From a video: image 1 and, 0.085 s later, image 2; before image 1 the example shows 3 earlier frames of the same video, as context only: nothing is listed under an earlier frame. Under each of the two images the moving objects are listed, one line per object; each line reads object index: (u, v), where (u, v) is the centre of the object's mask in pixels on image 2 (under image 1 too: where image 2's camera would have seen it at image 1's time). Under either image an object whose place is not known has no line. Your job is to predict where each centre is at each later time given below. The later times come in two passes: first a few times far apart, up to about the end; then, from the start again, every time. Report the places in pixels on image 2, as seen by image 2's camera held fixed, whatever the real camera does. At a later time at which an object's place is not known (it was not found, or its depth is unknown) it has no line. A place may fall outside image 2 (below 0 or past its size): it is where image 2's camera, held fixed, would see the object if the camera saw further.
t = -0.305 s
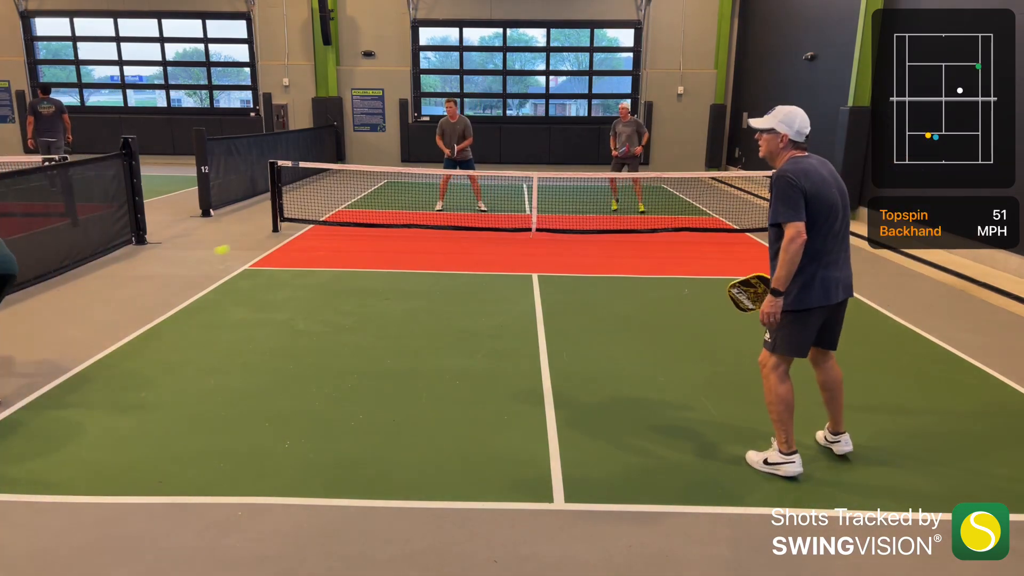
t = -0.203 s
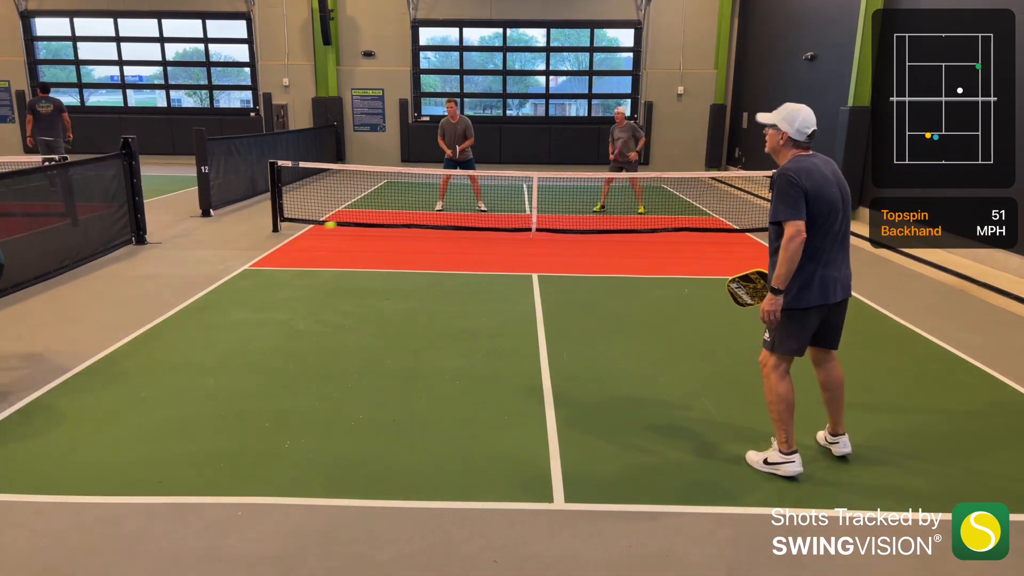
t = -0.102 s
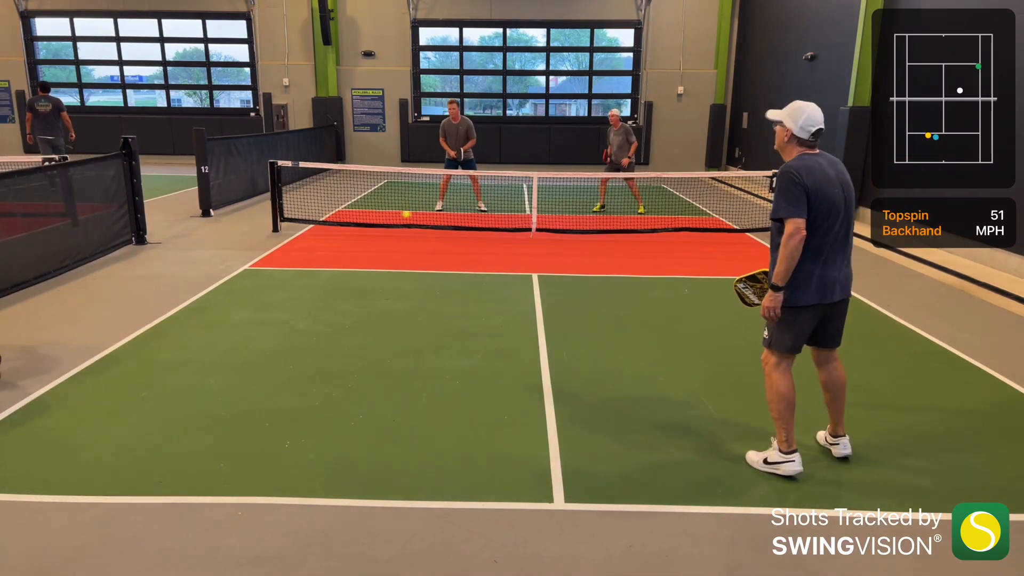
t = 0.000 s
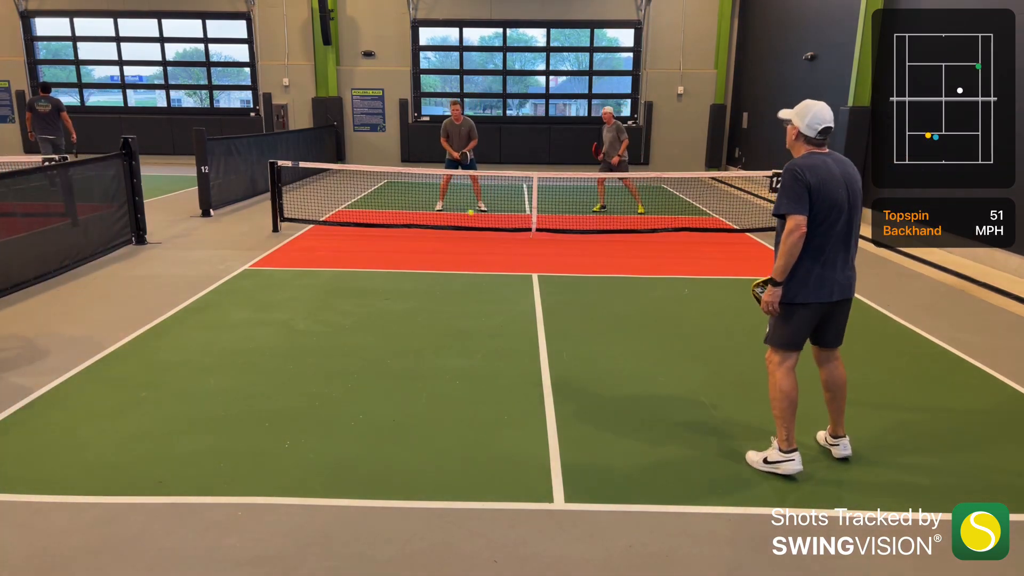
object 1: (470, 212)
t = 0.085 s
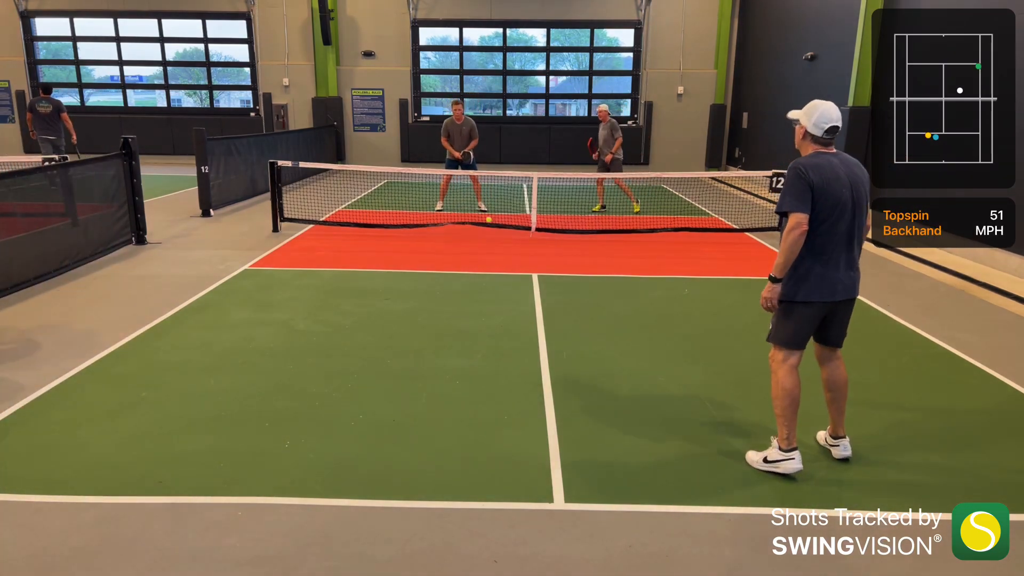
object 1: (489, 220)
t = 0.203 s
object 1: (500, 234)
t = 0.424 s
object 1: (510, 229)
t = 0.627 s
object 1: (520, 237)
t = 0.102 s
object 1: (490, 221)
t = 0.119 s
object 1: (492, 223)
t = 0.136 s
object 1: (494, 225)
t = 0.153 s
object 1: (495, 227)
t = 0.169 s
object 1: (497, 229)
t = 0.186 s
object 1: (499, 231)
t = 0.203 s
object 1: (500, 234)
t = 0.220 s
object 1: (502, 234)
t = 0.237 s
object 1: (502, 232)
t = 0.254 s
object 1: (503, 231)
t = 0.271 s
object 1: (504, 230)
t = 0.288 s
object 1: (504, 229)
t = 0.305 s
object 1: (505, 228)
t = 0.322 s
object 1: (506, 228)
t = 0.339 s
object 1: (506, 228)
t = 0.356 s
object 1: (507, 227)
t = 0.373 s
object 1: (508, 227)
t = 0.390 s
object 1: (509, 228)
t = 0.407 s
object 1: (509, 228)
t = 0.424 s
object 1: (510, 229)
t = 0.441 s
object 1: (511, 230)
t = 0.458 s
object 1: (512, 231)
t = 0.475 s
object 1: (513, 232)
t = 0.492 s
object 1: (513, 234)
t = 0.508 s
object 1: (514, 235)
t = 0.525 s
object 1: (515, 237)
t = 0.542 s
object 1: (516, 240)
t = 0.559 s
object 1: (516, 240)
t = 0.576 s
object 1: (517, 239)
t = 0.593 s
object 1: (518, 238)
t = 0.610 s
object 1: (519, 237)
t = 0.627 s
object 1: (520, 237)
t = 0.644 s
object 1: (521, 237)
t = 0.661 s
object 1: (522, 237)
